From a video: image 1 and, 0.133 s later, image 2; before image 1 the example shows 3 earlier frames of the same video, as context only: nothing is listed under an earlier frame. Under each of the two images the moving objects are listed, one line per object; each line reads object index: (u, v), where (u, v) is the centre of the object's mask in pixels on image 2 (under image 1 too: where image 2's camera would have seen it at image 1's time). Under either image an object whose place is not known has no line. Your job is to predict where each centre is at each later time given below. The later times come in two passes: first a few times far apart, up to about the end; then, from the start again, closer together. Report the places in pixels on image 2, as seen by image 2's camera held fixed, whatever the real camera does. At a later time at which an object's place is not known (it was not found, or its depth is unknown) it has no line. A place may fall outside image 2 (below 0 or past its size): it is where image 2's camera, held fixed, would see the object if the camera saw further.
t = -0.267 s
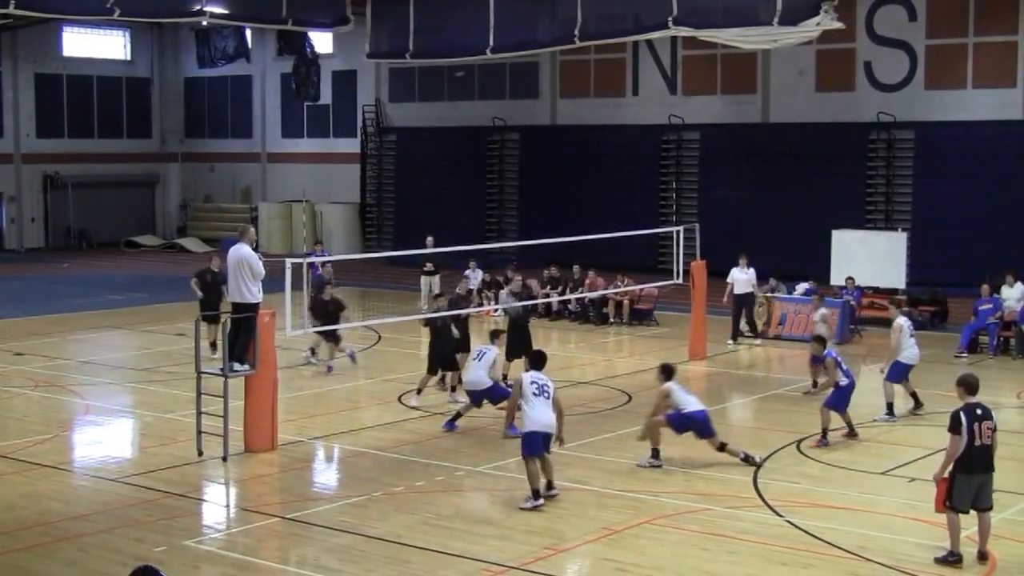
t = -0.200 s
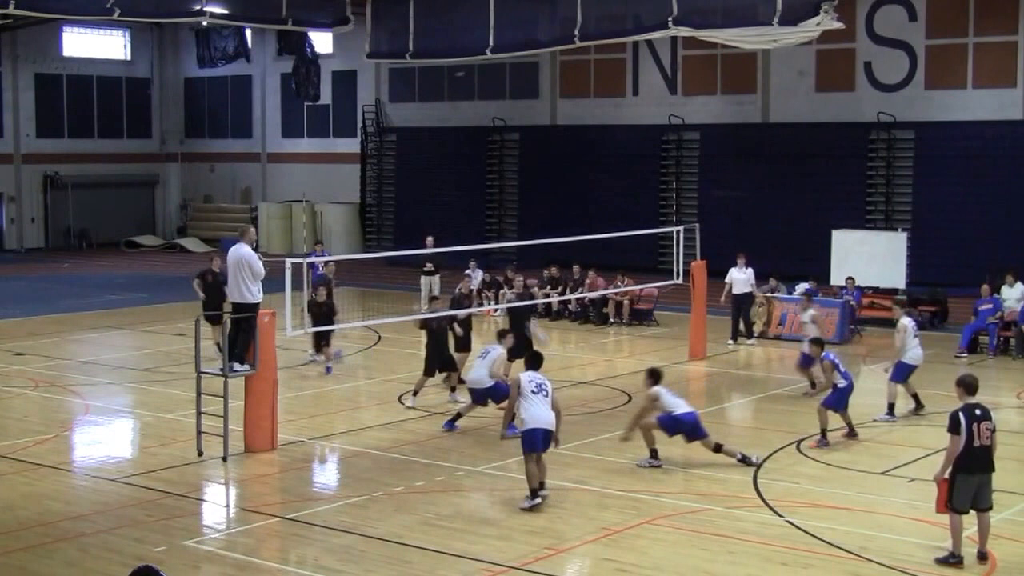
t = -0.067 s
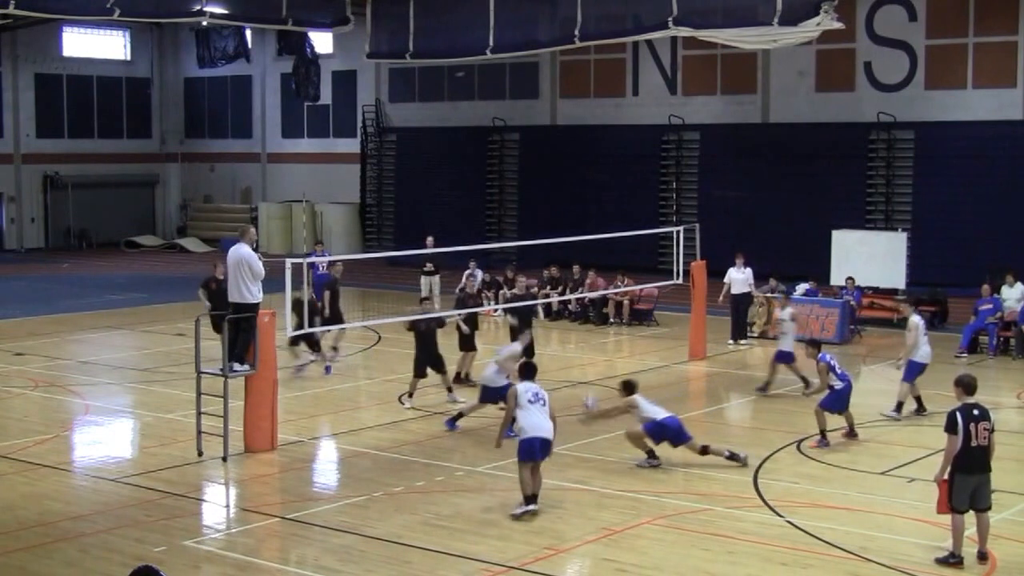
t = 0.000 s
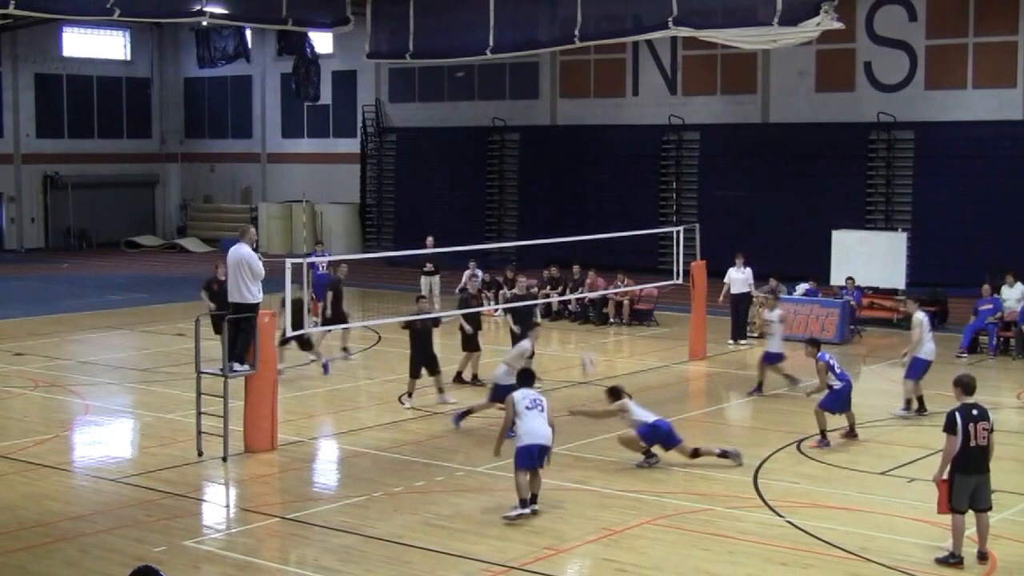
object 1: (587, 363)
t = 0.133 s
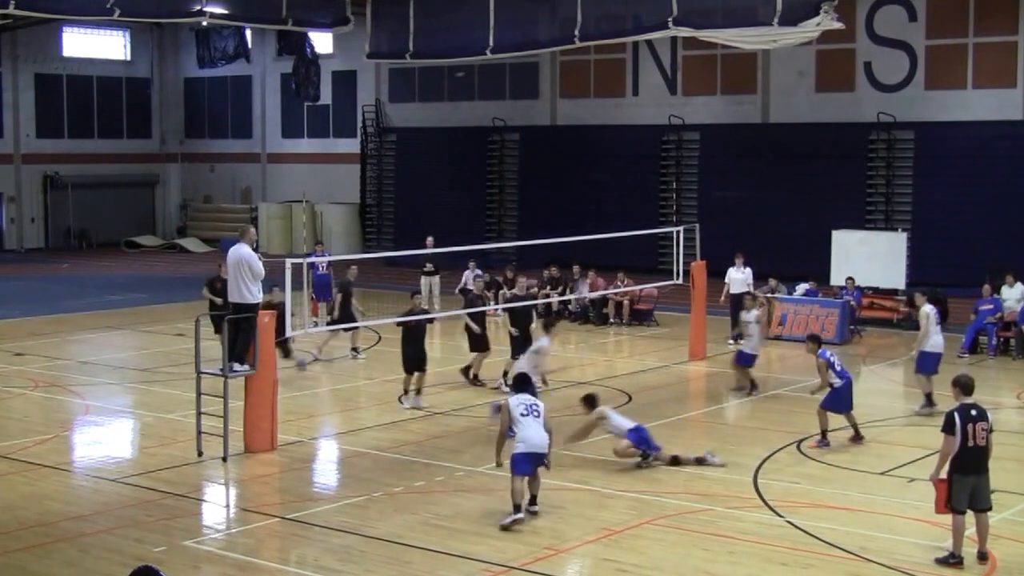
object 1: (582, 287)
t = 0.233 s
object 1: (579, 250)
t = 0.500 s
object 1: (573, 173)
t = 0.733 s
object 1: (569, 153)
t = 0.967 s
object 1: (567, 171)
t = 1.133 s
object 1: (566, 205)
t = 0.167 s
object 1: (582, 274)
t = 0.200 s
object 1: (580, 260)
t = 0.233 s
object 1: (579, 250)
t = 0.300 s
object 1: (577, 224)
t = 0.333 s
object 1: (576, 213)
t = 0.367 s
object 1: (575, 203)
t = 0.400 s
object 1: (574, 194)
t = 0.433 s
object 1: (574, 187)
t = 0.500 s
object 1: (573, 173)
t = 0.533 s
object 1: (572, 168)
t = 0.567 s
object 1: (571, 163)
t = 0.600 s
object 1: (571, 160)
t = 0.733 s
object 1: (569, 153)
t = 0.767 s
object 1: (569, 153)
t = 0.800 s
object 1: (569, 154)
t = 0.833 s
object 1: (568, 156)
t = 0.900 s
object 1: (568, 162)
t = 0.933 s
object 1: (567, 166)
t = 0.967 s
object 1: (567, 171)
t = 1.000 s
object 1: (567, 176)
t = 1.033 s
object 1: (567, 183)
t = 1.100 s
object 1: (566, 197)
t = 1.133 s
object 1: (566, 205)
